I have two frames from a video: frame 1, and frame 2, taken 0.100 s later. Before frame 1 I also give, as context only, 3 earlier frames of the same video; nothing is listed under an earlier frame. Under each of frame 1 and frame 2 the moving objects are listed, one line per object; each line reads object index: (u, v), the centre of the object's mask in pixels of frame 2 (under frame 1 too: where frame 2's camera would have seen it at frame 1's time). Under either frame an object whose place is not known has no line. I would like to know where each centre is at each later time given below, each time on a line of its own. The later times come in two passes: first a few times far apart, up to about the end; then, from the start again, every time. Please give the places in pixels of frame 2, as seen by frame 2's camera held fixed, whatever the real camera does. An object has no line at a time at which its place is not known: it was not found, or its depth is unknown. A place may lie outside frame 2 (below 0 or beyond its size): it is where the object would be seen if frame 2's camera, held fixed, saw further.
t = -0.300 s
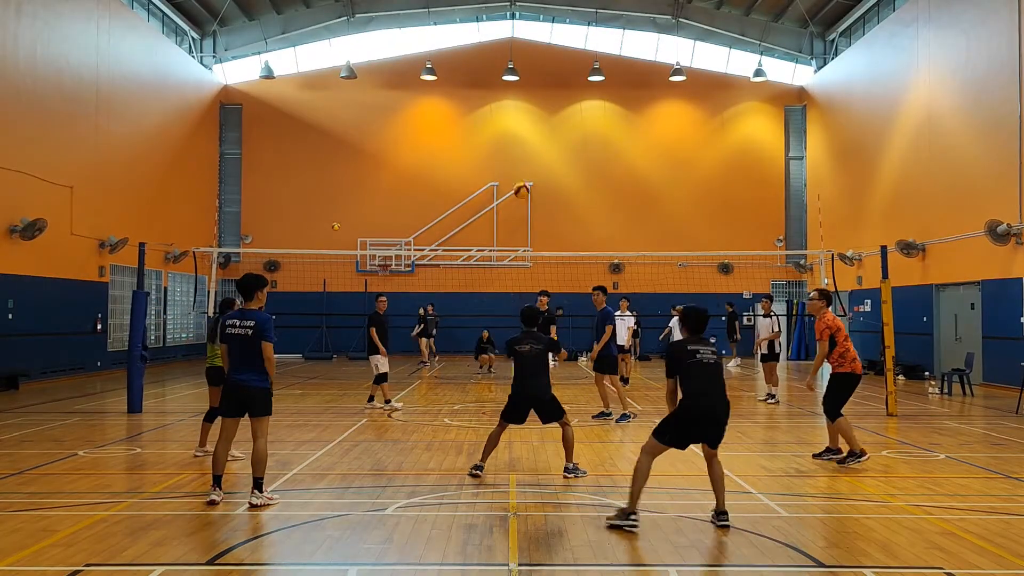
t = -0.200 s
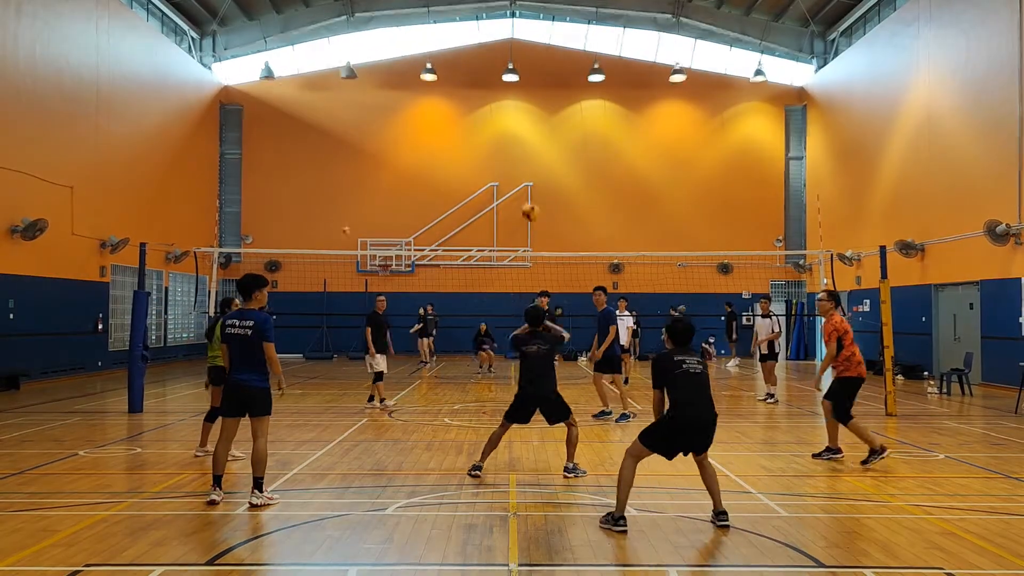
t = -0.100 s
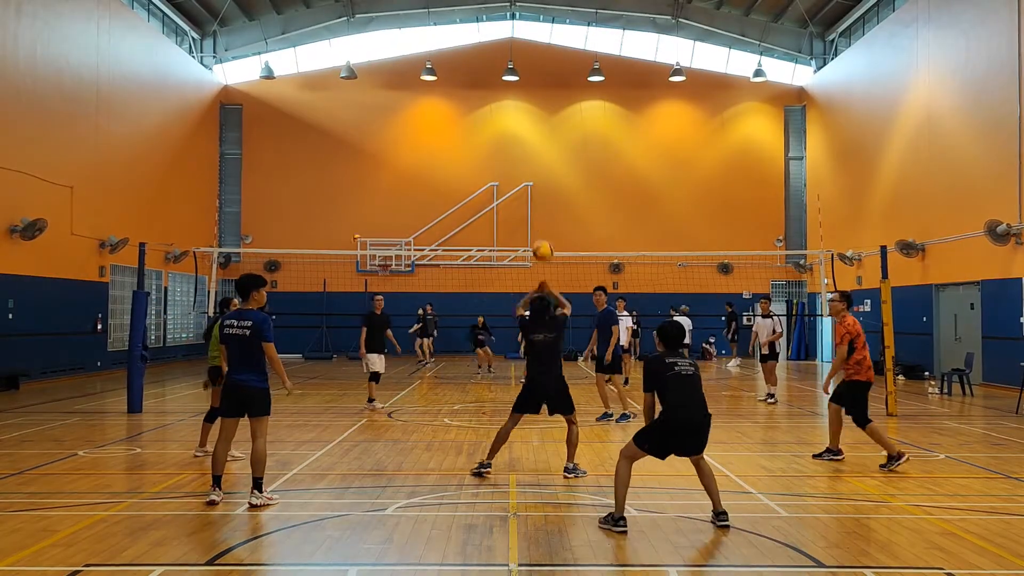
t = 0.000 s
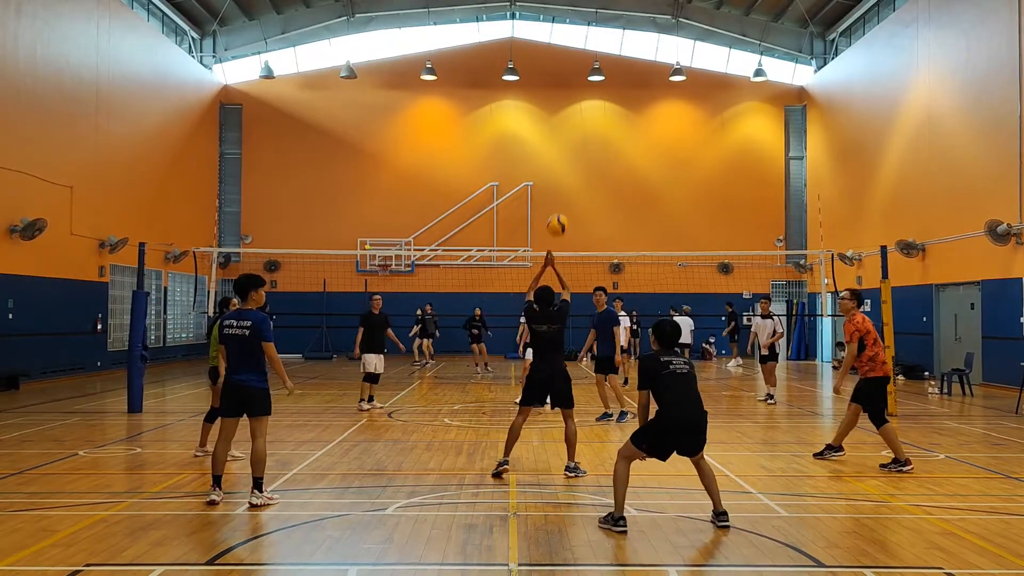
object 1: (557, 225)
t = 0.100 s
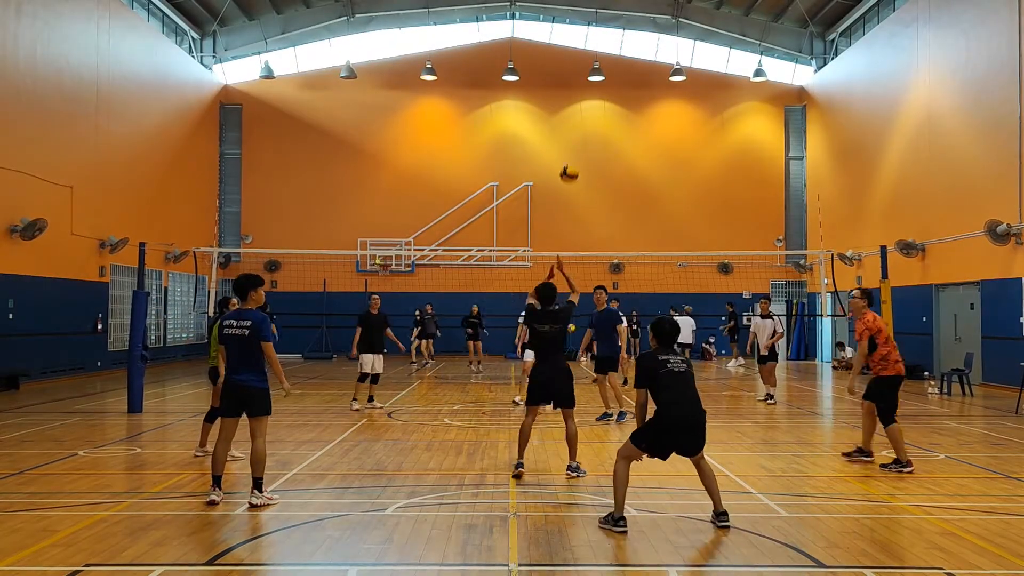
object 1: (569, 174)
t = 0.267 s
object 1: (584, 120)
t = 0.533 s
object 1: (602, 93)
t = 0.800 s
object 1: (616, 116)
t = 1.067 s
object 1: (625, 170)
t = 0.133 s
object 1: (572, 161)
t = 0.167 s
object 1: (575, 148)
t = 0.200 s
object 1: (578, 138)
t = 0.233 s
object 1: (581, 128)
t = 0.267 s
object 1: (584, 120)
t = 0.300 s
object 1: (586, 113)
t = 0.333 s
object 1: (589, 108)
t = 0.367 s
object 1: (591, 103)
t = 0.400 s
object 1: (593, 99)
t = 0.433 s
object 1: (596, 96)
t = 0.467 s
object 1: (598, 95)
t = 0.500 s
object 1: (600, 94)
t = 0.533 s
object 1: (602, 93)
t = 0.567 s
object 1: (604, 94)
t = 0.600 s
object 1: (606, 95)
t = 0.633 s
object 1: (607, 97)
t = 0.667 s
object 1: (609, 99)
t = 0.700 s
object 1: (611, 103)
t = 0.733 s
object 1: (613, 107)
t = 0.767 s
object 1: (614, 111)
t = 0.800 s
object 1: (616, 116)
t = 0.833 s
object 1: (617, 122)
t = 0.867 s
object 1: (619, 128)
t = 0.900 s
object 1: (620, 133)
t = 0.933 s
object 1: (620, 140)
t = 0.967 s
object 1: (622, 147)
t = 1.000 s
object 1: (623, 155)
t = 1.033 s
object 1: (624, 162)
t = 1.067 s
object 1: (625, 170)
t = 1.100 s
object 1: (627, 178)
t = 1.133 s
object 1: (627, 186)
